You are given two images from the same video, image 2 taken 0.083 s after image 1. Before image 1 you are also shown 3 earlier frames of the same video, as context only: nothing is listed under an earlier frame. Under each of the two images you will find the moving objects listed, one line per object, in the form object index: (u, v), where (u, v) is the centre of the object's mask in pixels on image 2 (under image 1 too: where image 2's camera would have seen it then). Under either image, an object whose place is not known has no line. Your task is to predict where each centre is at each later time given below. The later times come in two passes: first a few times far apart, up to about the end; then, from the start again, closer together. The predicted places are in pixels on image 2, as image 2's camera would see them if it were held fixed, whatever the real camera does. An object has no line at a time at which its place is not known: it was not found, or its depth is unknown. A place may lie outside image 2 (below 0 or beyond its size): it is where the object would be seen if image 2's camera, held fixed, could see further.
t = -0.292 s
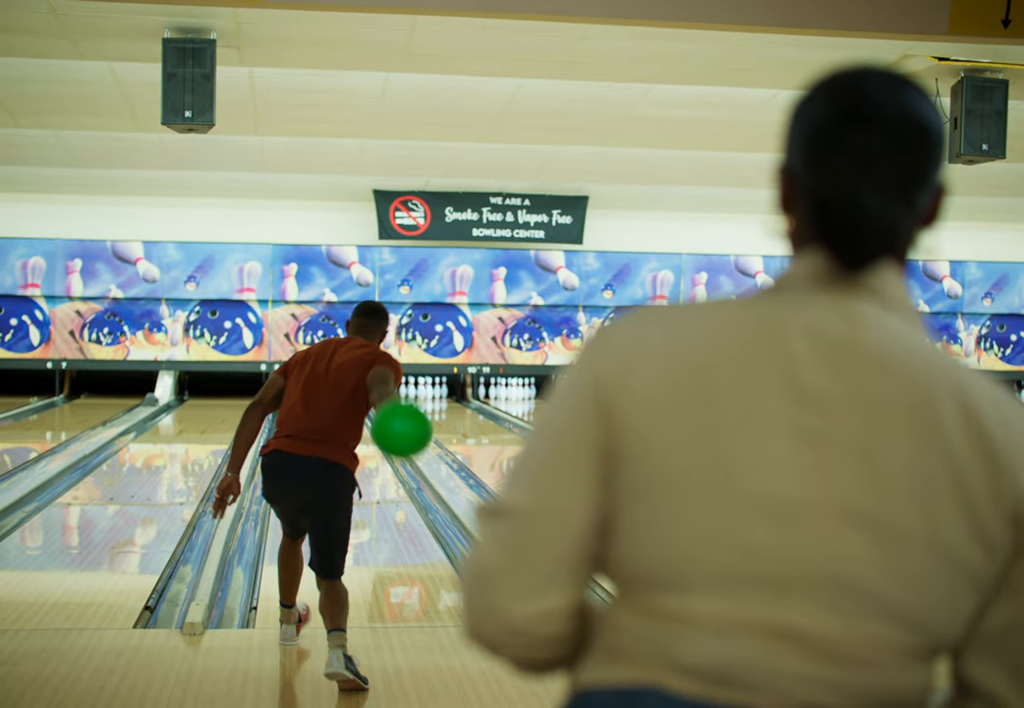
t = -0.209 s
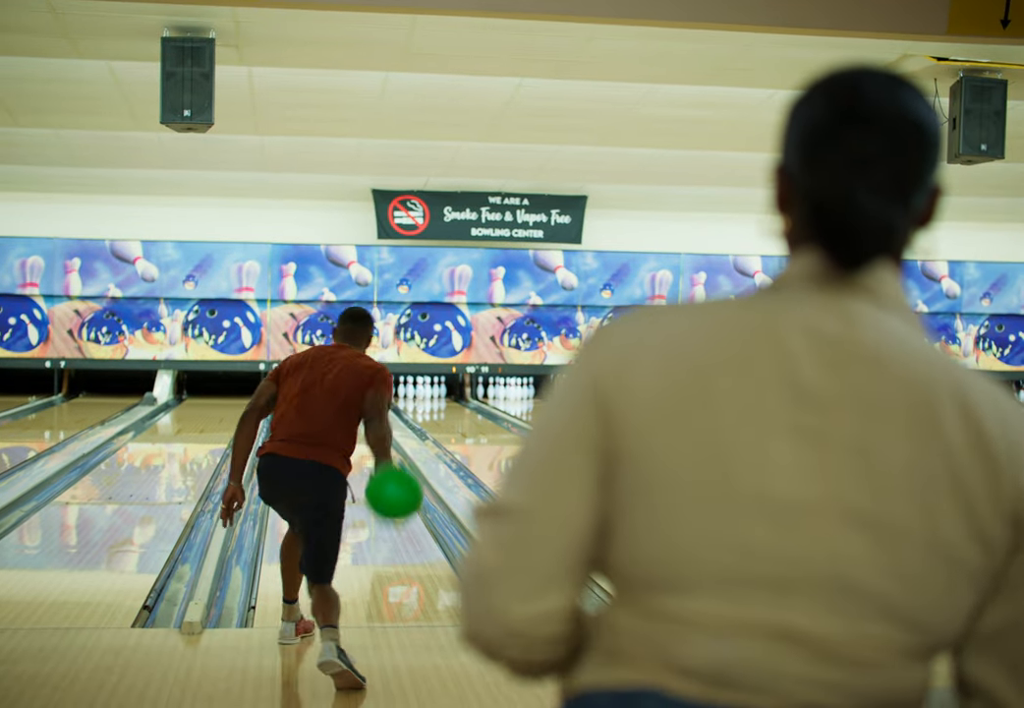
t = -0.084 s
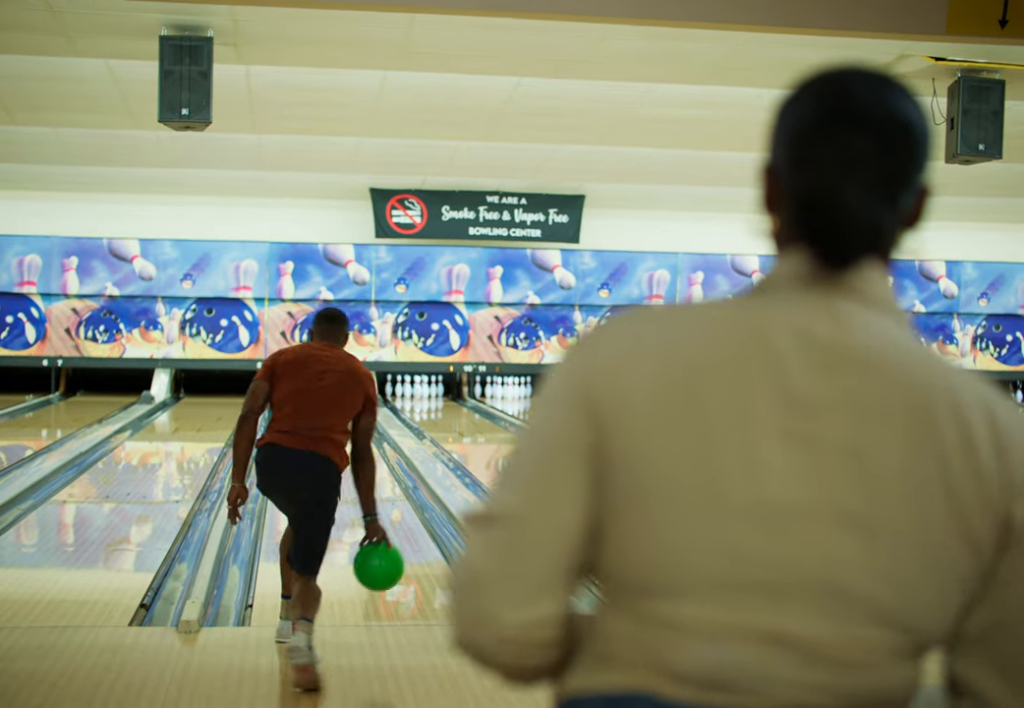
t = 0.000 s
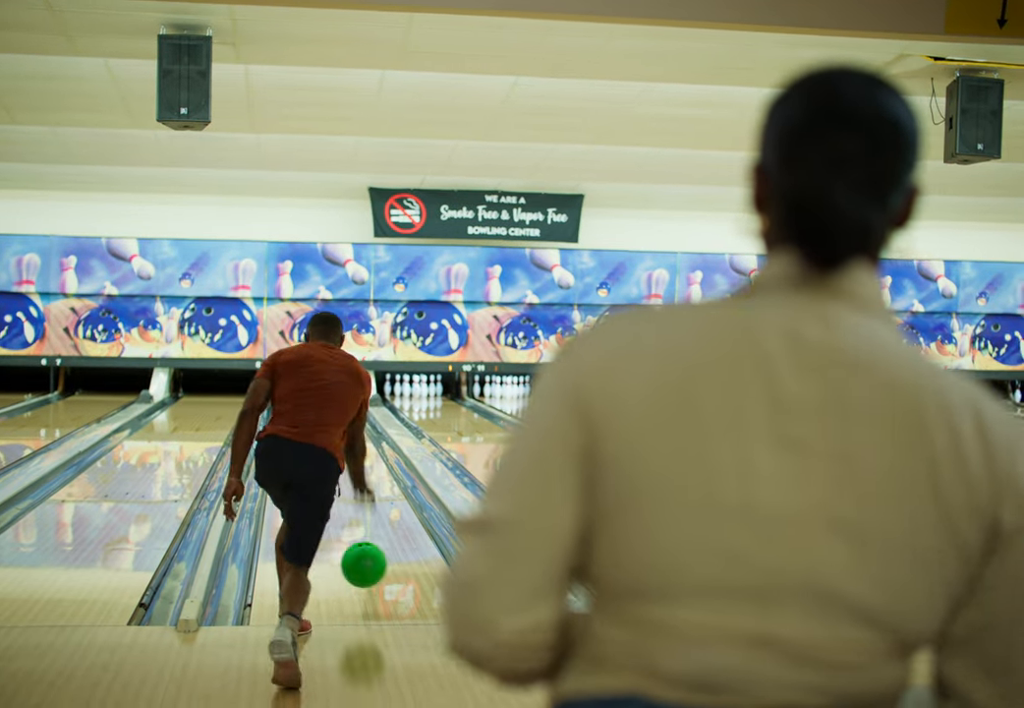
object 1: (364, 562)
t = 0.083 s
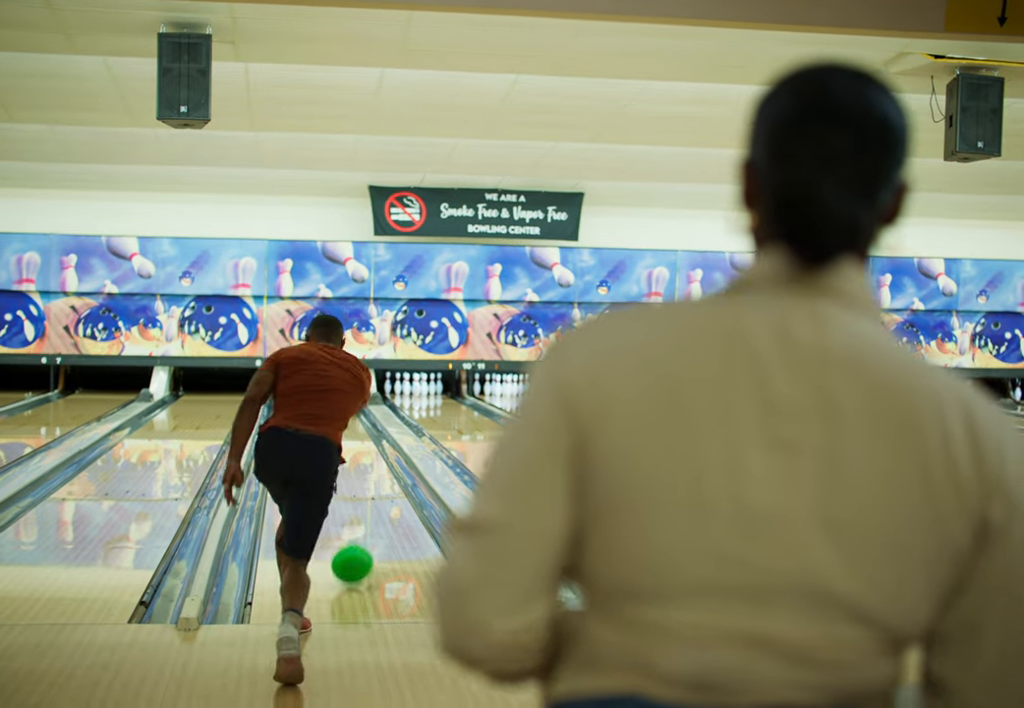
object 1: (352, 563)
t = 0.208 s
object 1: (340, 529)
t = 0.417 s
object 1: (336, 500)
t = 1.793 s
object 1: (273, 402)
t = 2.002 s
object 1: (270, 398)
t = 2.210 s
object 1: (270, 392)
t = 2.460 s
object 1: (273, 390)
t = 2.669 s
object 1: (278, 390)
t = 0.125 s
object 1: (347, 547)
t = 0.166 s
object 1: (342, 536)
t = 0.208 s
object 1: (340, 529)
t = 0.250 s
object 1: (338, 525)
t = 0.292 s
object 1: (338, 520)
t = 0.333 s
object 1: (337, 513)
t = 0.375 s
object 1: (336, 507)
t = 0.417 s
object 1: (336, 500)
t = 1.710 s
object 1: (274, 404)
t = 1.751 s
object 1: (274, 402)
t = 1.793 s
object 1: (273, 402)
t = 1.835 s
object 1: (273, 401)
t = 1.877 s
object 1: (272, 401)
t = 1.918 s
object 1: (270, 402)
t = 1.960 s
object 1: (270, 399)
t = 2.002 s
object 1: (270, 398)
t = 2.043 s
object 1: (270, 397)
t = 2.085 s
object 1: (270, 396)
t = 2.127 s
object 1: (270, 394)
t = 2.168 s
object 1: (269, 394)
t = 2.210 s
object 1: (270, 392)
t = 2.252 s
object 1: (270, 391)
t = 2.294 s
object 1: (270, 390)
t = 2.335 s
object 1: (271, 390)
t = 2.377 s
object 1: (271, 390)
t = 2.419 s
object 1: (272, 389)
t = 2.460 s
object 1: (273, 390)
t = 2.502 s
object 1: (274, 389)
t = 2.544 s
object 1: (274, 390)
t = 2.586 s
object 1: (276, 390)
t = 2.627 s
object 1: (277, 391)
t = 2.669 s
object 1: (278, 390)
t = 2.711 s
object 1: (279, 390)
